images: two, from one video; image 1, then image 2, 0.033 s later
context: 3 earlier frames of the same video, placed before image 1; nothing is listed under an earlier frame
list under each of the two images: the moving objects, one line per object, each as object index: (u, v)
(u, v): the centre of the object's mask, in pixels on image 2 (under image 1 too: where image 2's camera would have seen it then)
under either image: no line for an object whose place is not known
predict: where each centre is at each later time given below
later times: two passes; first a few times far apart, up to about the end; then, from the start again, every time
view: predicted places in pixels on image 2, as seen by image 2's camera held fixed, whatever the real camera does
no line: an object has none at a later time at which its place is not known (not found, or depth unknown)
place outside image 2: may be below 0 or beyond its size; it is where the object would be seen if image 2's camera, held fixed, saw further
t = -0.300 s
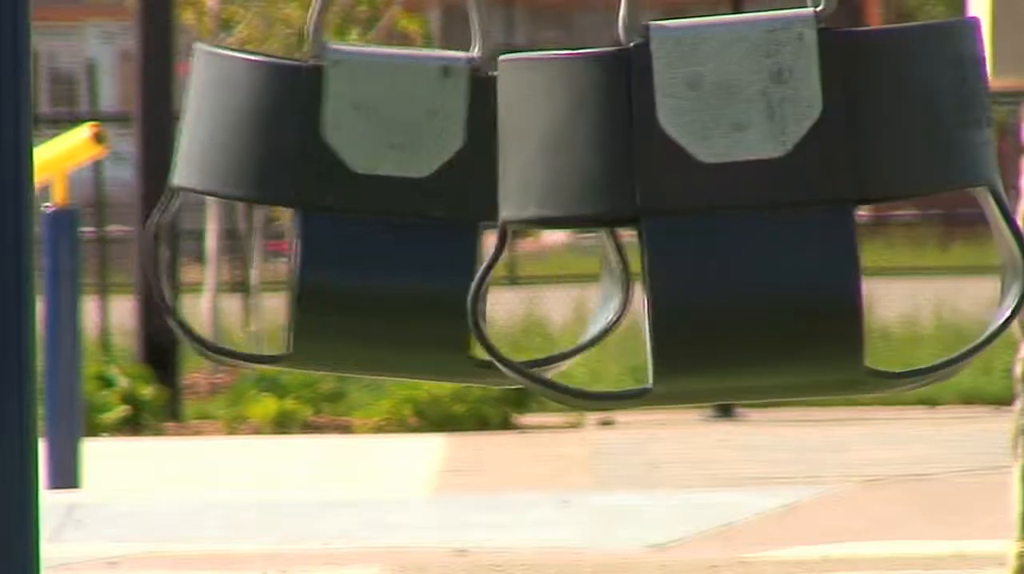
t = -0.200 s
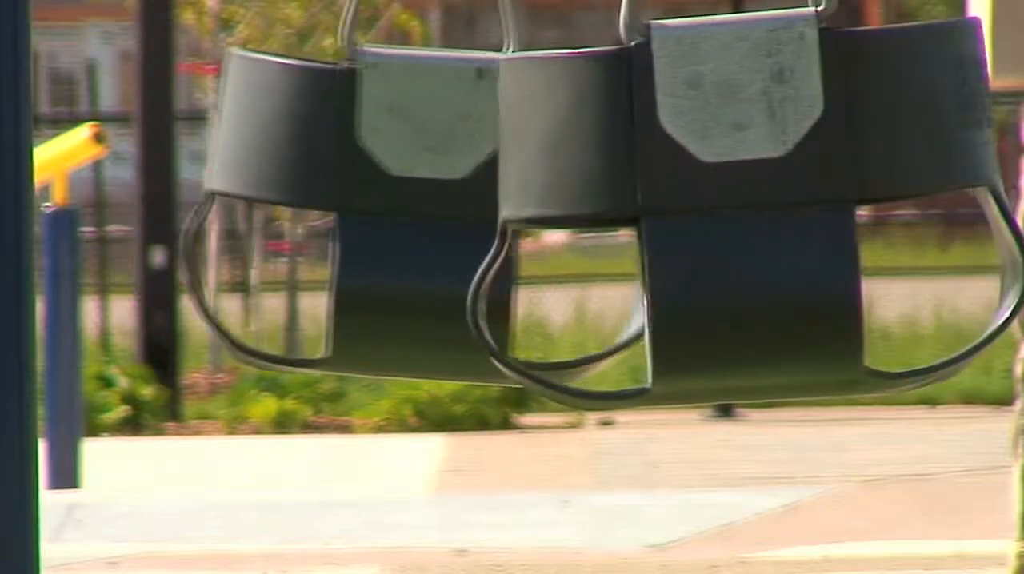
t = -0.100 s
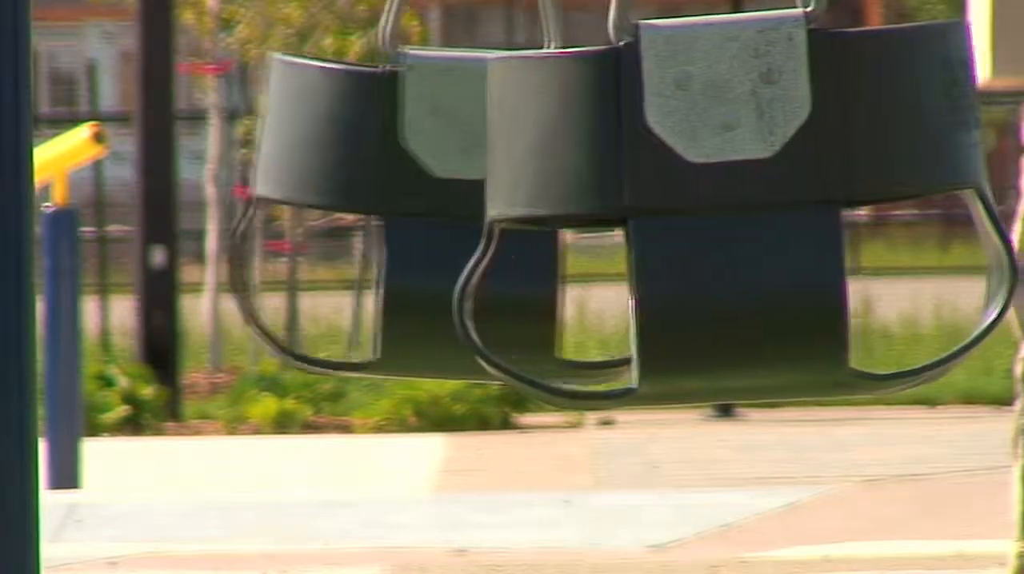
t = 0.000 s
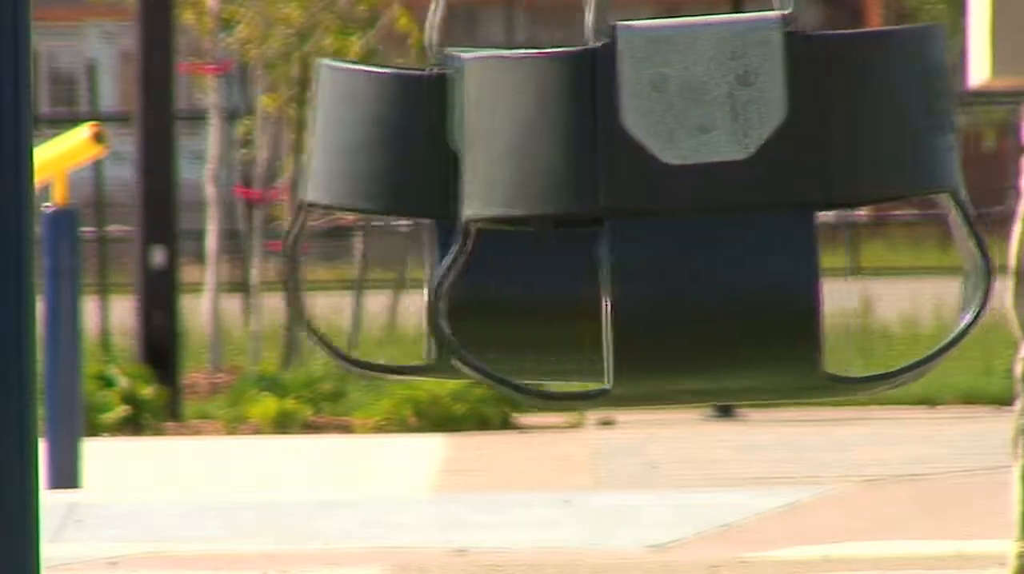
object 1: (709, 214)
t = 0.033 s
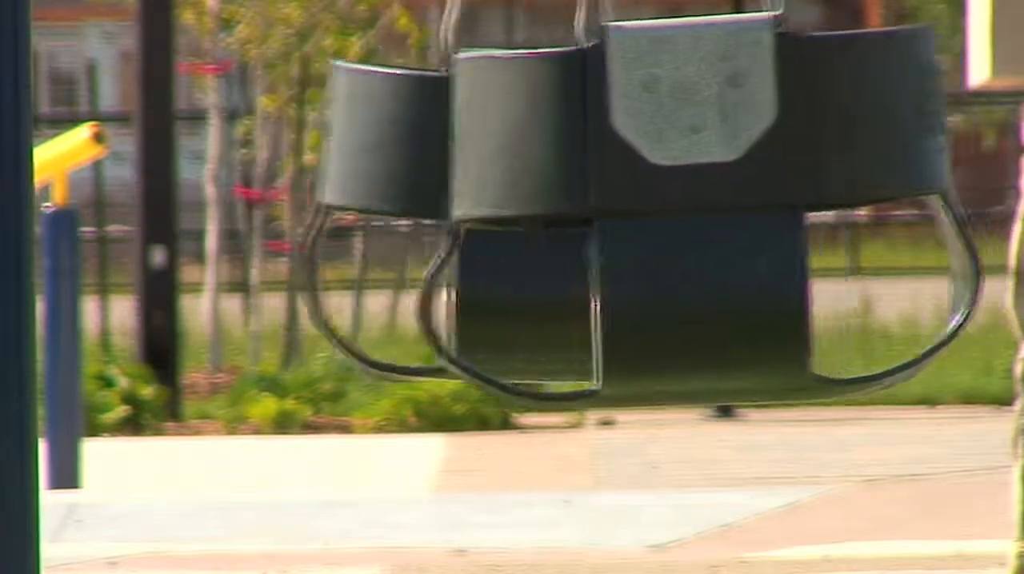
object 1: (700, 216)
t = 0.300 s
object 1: (584, 222)
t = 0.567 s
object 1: (457, 222)
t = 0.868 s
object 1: (380, 220)
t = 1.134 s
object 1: (400, 220)
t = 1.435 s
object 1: (512, 221)
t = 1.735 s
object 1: (652, 218)
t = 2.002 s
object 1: (726, 214)
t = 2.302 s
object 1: (711, 216)
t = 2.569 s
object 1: (617, 221)
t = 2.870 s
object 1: (484, 223)
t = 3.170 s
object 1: (399, 220)
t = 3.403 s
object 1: (399, 221)
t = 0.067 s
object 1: (689, 217)
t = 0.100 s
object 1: (703, 204)
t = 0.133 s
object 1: (690, 206)
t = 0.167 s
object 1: (644, 217)
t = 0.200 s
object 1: (631, 220)
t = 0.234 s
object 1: (616, 220)
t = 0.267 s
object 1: (598, 222)
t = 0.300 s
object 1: (584, 222)
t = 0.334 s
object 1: (567, 221)
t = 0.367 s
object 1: (549, 222)
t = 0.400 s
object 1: (534, 221)
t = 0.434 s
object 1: (519, 221)
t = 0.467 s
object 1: (502, 222)
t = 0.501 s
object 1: (486, 223)
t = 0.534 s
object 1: (499, 212)
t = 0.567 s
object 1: (457, 222)
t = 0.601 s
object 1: (472, 212)
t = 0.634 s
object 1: (433, 222)
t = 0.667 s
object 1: (421, 222)
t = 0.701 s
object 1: (411, 222)
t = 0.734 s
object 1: (403, 221)
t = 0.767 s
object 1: (396, 220)
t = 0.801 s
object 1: (390, 220)
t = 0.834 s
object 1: (384, 220)
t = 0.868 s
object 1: (380, 220)
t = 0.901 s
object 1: (377, 219)
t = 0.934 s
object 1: (376, 219)
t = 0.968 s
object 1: (376, 220)
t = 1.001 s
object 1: (378, 220)
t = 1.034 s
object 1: (382, 219)
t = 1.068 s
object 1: (386, 220)
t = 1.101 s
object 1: (393, 221)
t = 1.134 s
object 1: (400, 220)
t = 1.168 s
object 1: (410, 219)
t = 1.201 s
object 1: (422, 220)
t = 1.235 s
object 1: (460, 209)
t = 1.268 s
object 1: (443, 221)
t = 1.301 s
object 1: (456, 222)
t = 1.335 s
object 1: (476, 221)
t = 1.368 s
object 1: (512, 211)
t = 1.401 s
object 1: (500, 222)
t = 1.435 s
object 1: (512, 221)
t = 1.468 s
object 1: (561, 212)
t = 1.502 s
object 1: (546, 223)
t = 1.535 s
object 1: (561, 222)
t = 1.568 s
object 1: (604, 210)
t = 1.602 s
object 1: (622, 208)
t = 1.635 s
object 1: (636, 207)
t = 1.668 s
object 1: (624, 219)
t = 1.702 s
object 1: (638, 218)
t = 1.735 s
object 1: (652, 218)
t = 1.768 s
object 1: (665, 218)
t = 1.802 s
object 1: (678, 216)
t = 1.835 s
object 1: (689, 216)
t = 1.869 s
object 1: (699, 215)
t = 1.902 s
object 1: (707, 215)
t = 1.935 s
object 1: (715, 215)
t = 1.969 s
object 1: (721, 214)
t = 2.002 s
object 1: (726, 214)
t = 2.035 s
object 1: (729, 214)
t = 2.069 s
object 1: (732, 214)
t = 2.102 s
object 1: (732, 214)
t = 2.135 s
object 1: (732, 214)
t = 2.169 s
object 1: (730, 214)
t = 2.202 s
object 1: (727, 215)
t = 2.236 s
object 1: (723, 214)
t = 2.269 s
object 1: (717, 215)
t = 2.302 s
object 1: (711, 216)
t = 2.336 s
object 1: (726, 202)
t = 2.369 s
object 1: (692, 216)
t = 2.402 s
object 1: (682, 218)
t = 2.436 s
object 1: (672, 219)
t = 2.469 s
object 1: (689, 206)
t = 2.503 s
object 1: (676, 207)
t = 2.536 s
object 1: (630, 220)
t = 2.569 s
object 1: (617, 221)
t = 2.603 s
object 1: (603, 222)
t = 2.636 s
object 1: (587, 223)
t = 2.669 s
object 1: (572, 224)
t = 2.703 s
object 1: (557, 224)
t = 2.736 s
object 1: (542, 224)
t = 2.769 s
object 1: (526, 223)
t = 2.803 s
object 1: (512, 223)
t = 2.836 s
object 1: (498, 222)
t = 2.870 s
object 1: (484, 223)
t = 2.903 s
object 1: (498, 213)
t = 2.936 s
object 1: (487, 213)
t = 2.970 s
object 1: (477, 211)
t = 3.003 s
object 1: (437, 222)
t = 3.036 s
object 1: (426, 222)
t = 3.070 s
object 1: (418, 221)
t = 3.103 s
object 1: (410, 222)
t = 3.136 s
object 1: (403, 221)
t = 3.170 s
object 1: (399, 220)
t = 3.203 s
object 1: (395, 220)
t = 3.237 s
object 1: (392, 220)
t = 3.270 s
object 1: (391, 220)
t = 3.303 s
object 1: (391, 220)
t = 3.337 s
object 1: (392, 220)
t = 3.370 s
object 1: (395, 220)
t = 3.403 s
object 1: (399, 221)
